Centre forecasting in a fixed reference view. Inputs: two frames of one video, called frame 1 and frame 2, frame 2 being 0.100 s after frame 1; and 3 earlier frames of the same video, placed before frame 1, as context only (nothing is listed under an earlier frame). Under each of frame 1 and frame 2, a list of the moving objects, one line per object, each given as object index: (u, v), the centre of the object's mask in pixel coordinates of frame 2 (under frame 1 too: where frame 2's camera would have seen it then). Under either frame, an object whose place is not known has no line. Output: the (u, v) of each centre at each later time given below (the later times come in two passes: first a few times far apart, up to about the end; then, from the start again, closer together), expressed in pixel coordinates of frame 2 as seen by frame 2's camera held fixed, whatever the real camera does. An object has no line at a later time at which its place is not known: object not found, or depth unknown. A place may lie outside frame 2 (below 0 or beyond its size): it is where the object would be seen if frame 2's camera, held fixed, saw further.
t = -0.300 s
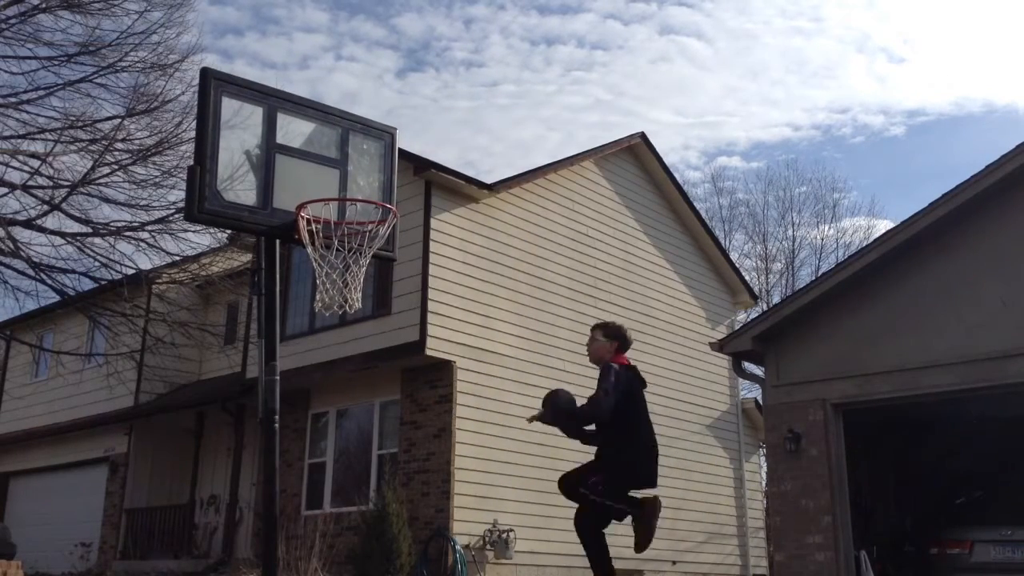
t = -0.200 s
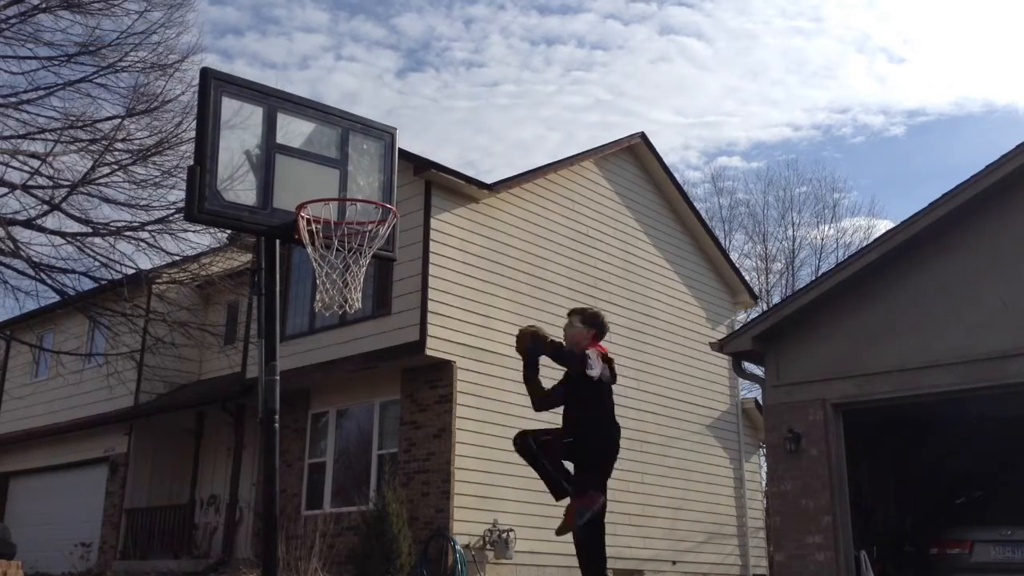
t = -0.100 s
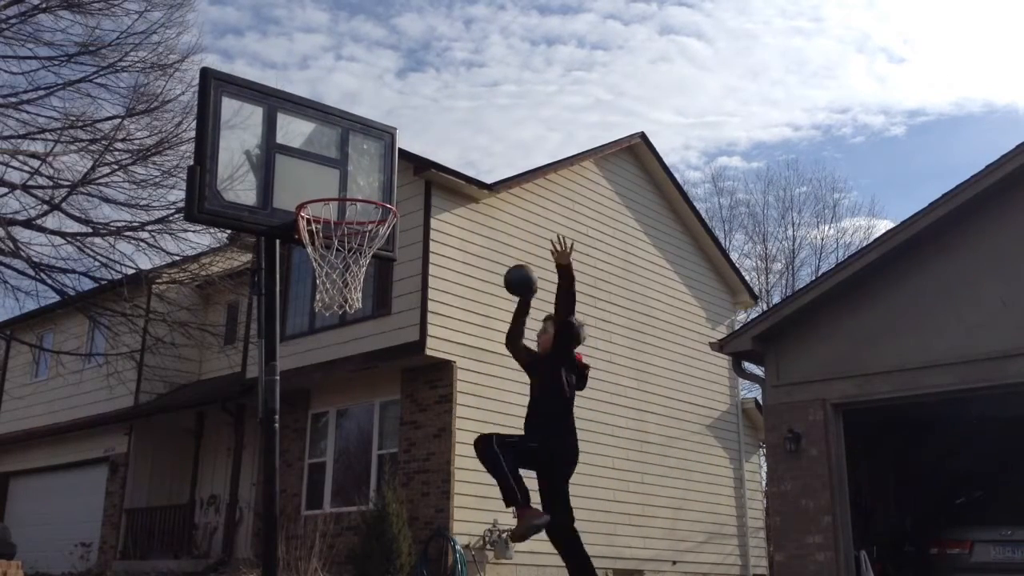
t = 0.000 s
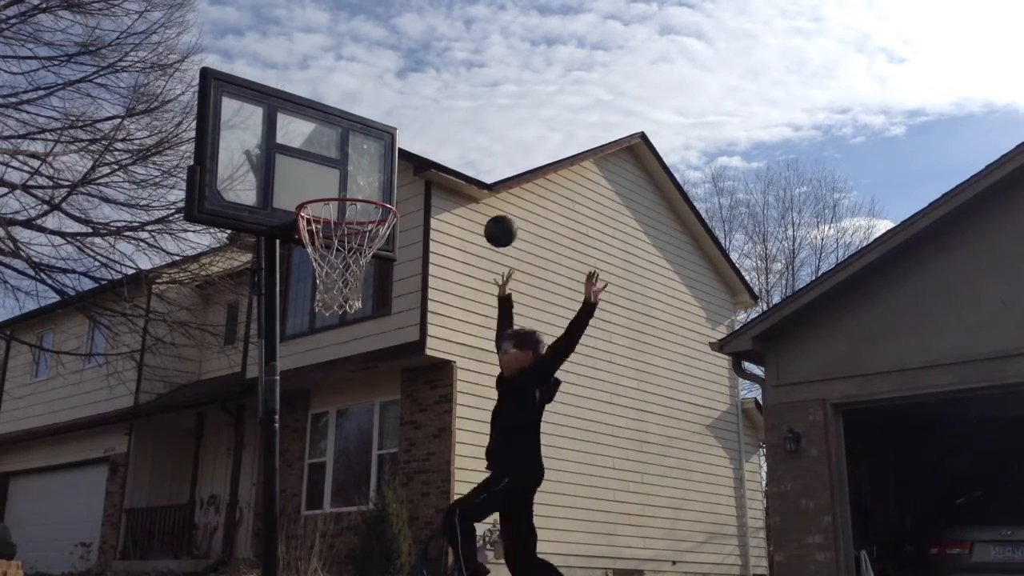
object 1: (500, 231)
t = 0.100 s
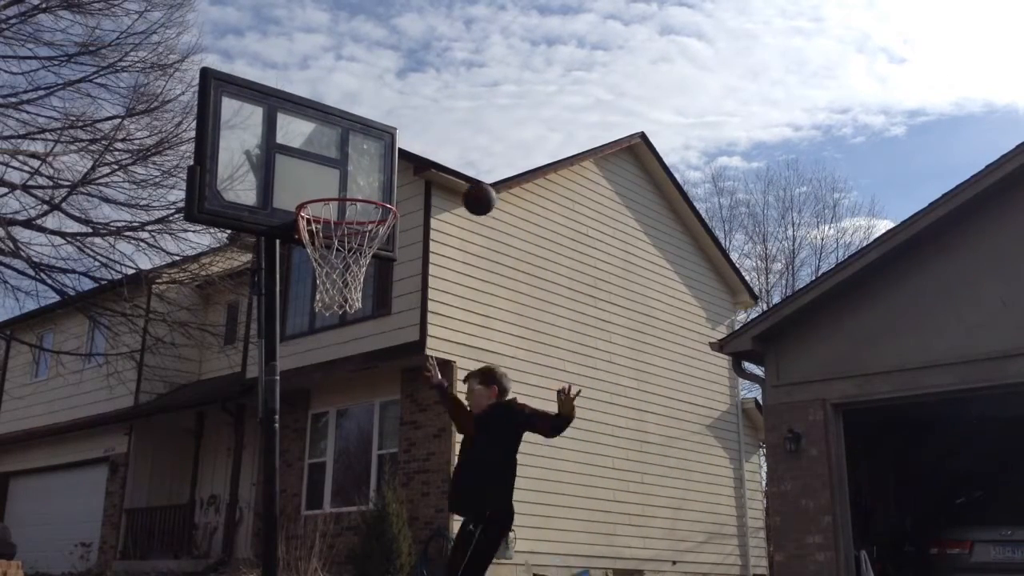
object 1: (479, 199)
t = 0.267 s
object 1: (441, 183)
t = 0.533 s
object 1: (431, 235)
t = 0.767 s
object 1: (501, 354)
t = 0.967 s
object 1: (560, 549)
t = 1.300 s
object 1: (626, 531)
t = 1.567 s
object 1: (667, 490)
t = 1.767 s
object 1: (699, 554)
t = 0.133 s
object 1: (472, 192)
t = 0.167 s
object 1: (465, 187)
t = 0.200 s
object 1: (458, 184)
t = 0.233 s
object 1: (450, 182)
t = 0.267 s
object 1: (441, 183)
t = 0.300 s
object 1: (434, 186)
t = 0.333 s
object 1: (426, 190)
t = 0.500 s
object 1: (420, 227)
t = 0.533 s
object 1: (431, 235)
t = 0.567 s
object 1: (442, 246)
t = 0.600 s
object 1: (451, 259)
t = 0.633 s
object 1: (461, 274)
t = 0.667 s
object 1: (471, 290)
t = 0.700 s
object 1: (482, 309)
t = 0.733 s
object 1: (491, 331)
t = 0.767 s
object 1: (501, 354)
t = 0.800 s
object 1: (511, 380)
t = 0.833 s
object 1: (521, 408)
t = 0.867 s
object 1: (530, 439)
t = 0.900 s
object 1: (540, 473)
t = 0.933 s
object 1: (550, 510)
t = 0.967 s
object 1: (560, 549)
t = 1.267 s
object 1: (621, 547)
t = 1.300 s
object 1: (626, 531)
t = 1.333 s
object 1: (631, 518)
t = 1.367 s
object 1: (636, 508)
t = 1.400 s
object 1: (641, 499)
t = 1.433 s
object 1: (646, 493)
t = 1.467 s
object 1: (651, 489)
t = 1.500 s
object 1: (656, 488)
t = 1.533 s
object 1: (661, 488)
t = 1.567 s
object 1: (667, 490)
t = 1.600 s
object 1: (672, 495)
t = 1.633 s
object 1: (677, 502)
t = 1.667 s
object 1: (683, 512)
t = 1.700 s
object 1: (688, 523)
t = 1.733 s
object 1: (694, 537)
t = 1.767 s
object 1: (699, 554)
